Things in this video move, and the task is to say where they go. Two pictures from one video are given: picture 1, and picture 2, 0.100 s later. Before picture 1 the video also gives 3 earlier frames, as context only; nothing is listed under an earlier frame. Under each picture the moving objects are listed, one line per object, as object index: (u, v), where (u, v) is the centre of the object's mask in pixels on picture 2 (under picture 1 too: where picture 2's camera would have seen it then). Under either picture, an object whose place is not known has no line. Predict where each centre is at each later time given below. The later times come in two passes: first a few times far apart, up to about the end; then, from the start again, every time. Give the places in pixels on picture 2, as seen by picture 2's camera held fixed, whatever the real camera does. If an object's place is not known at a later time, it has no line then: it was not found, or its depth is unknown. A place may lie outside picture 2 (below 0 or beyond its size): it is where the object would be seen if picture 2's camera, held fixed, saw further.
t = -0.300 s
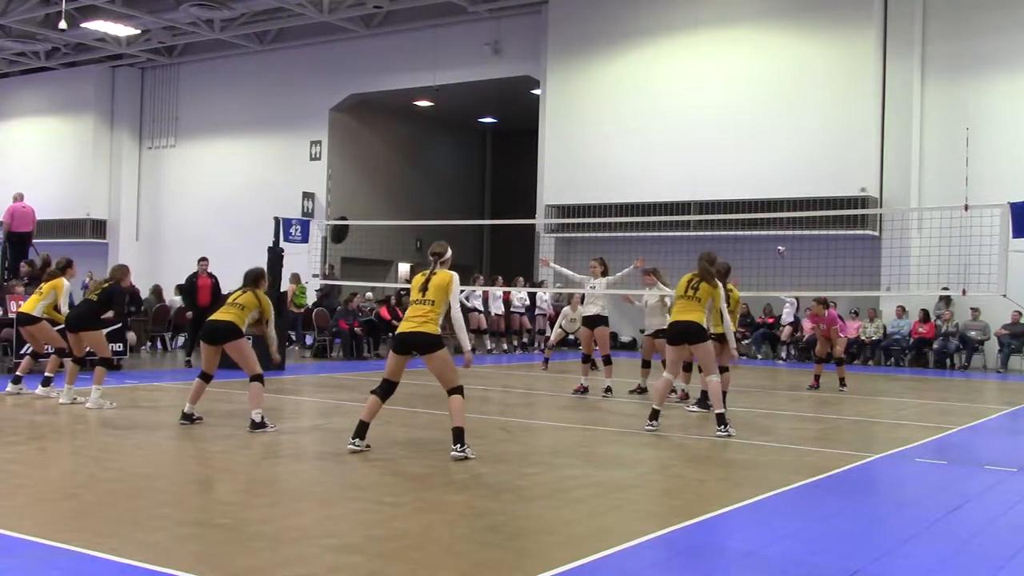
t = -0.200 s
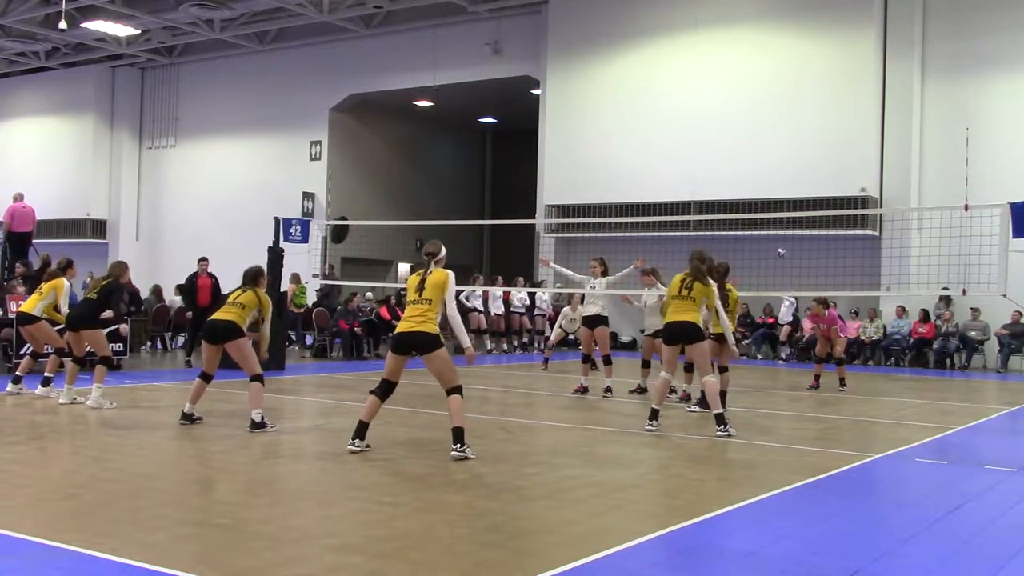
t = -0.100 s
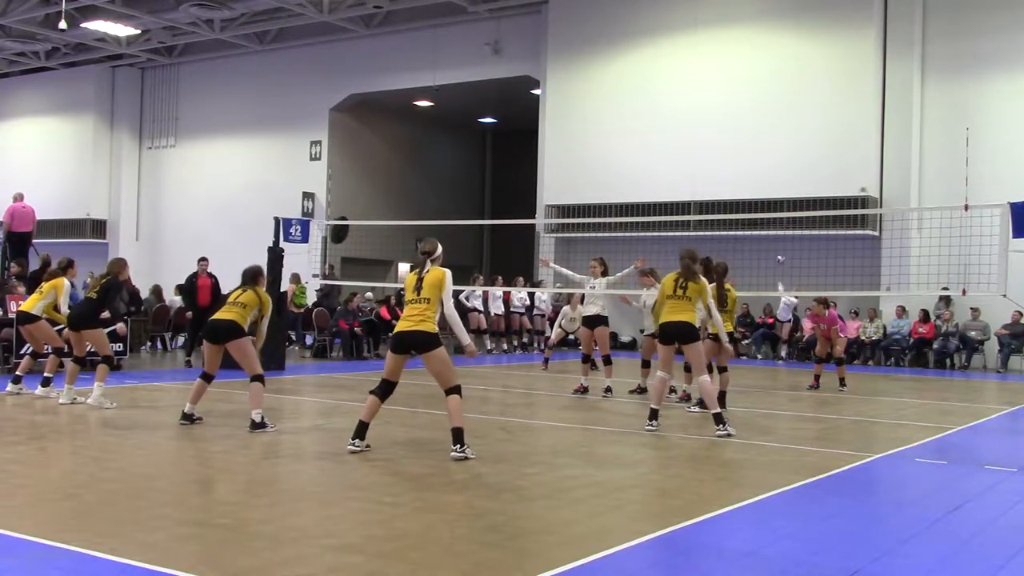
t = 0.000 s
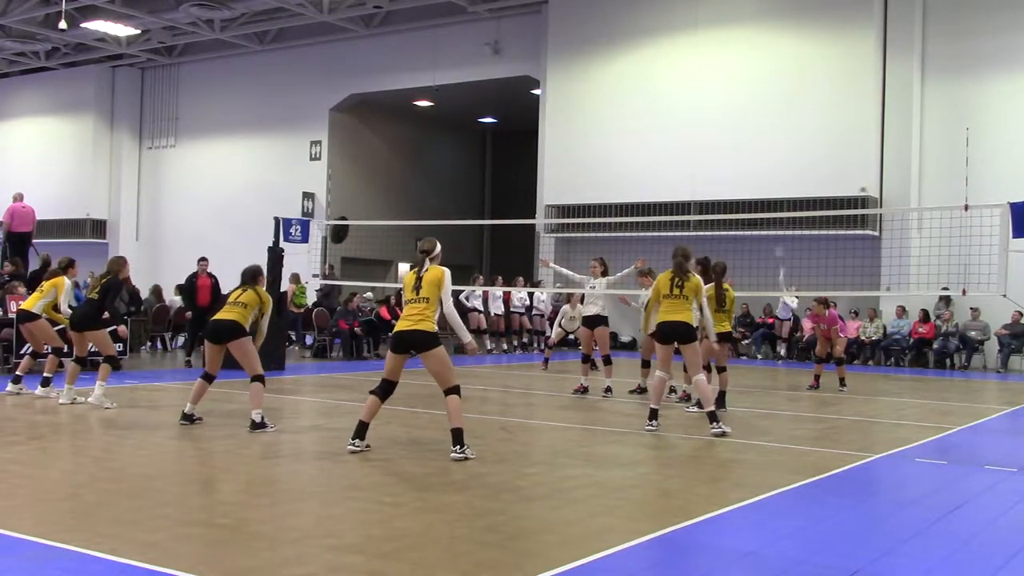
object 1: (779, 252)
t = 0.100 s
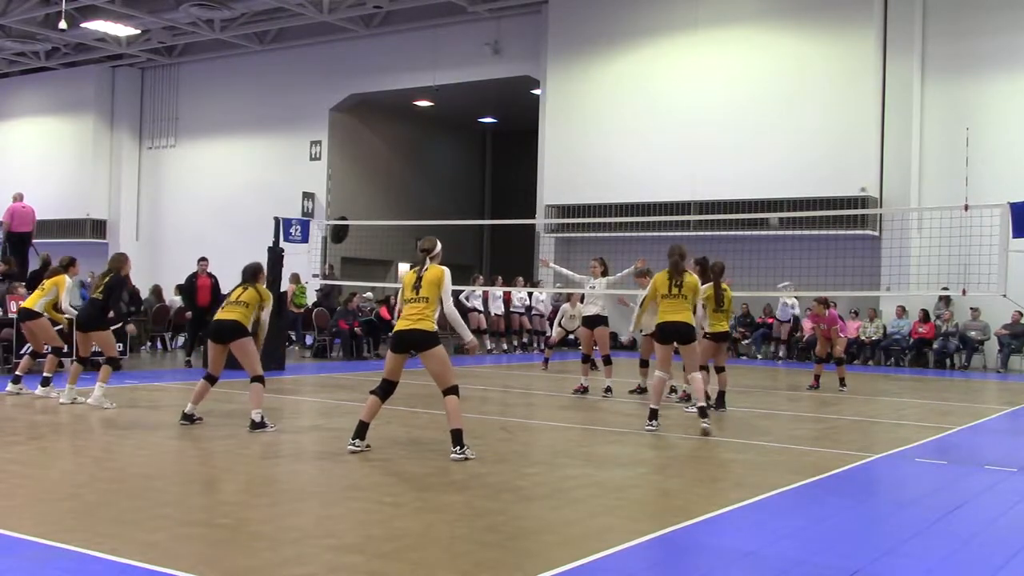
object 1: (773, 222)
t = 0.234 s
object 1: (763, 185)
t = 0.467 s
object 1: (744, 139)
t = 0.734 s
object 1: (727, 120)
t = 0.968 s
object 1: (709, 145)
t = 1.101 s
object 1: (698, 182)
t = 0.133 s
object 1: (770, 209)
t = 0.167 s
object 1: (769, 203)
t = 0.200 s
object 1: (765, 193)
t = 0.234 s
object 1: (763, 185)
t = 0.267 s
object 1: (761, 177)
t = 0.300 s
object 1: (758, 169)
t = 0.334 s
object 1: (755, 162)
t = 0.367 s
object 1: (753, 156)
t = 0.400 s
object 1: (750, 149)
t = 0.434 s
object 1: (747, 145)
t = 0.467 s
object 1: (744, 139)
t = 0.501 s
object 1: (742, 135)
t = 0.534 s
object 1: (740, 131)
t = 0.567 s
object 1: (738, 128)
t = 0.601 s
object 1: (736, 125)
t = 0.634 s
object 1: (734, 123)
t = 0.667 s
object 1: (732, 121)
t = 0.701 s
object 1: (730, 120)
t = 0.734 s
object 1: (727, 120)
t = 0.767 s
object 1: (725, 121)
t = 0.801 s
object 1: (722, 123)
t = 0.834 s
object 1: (719, 125)
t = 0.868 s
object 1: (717, 129)
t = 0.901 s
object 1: (715, 133)
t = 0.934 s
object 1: (711, 137)
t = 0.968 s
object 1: (709, 145)
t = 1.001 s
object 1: (707, 152)
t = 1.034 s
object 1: (704, 160)
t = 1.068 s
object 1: (701, 171)
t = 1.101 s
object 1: (698, 182)
